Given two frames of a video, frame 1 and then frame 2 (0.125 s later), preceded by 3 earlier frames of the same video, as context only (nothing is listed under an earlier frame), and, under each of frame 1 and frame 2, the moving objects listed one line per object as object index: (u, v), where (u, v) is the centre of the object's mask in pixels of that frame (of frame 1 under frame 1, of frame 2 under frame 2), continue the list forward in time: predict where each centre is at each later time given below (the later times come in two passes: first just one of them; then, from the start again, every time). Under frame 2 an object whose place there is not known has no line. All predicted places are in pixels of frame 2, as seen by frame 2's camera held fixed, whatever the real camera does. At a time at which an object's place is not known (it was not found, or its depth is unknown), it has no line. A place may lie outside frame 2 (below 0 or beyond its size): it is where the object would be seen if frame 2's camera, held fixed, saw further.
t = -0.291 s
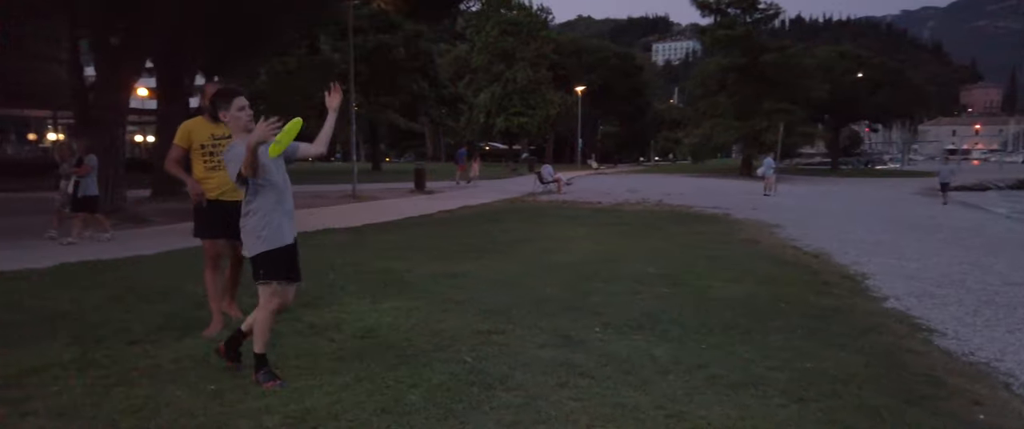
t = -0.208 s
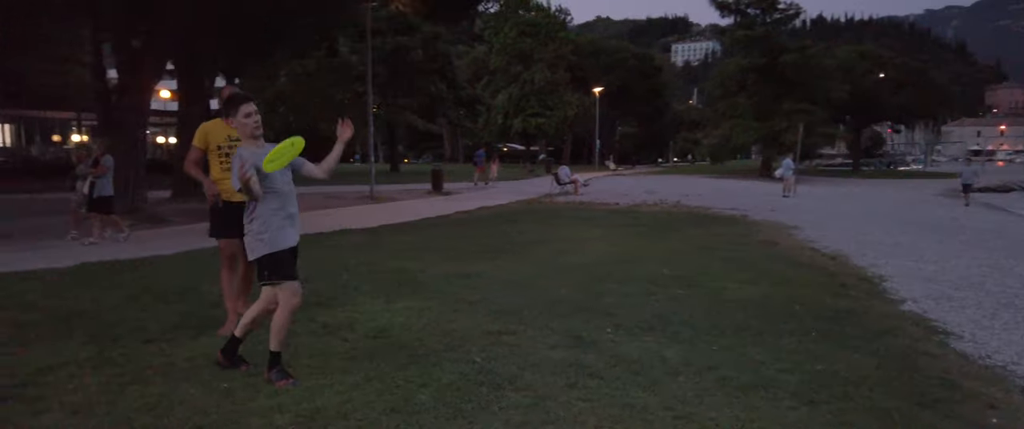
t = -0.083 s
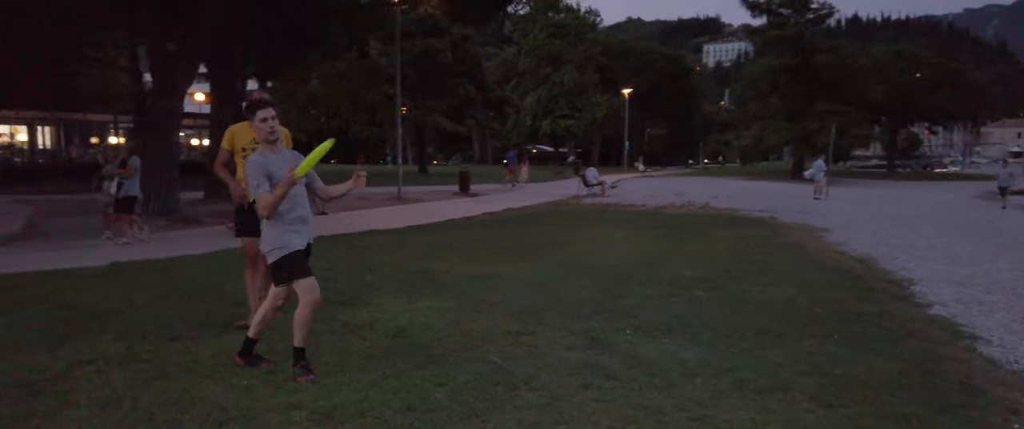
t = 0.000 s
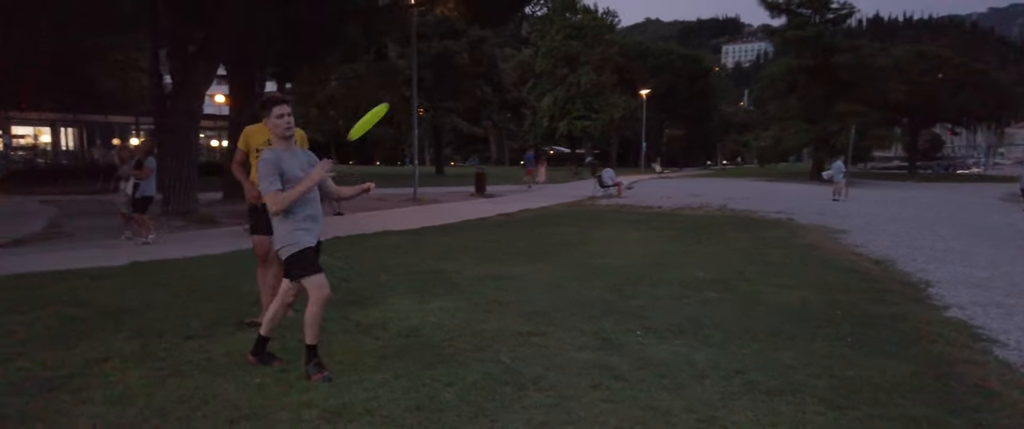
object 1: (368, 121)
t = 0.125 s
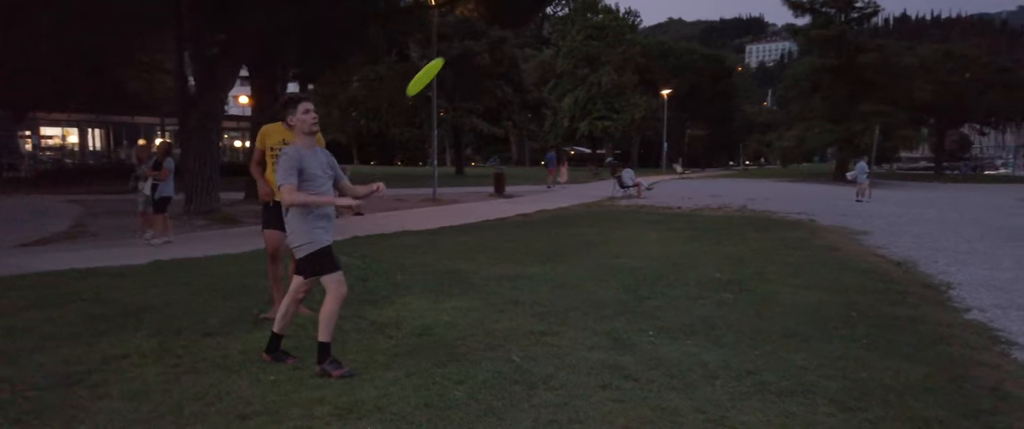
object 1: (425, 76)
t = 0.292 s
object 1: (451, 27)
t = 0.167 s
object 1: (436, 60)
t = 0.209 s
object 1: (441, 49)
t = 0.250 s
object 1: (448, 35)
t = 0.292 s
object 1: (451, 27)
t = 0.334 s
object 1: (452, 17)
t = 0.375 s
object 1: (452, 13)
